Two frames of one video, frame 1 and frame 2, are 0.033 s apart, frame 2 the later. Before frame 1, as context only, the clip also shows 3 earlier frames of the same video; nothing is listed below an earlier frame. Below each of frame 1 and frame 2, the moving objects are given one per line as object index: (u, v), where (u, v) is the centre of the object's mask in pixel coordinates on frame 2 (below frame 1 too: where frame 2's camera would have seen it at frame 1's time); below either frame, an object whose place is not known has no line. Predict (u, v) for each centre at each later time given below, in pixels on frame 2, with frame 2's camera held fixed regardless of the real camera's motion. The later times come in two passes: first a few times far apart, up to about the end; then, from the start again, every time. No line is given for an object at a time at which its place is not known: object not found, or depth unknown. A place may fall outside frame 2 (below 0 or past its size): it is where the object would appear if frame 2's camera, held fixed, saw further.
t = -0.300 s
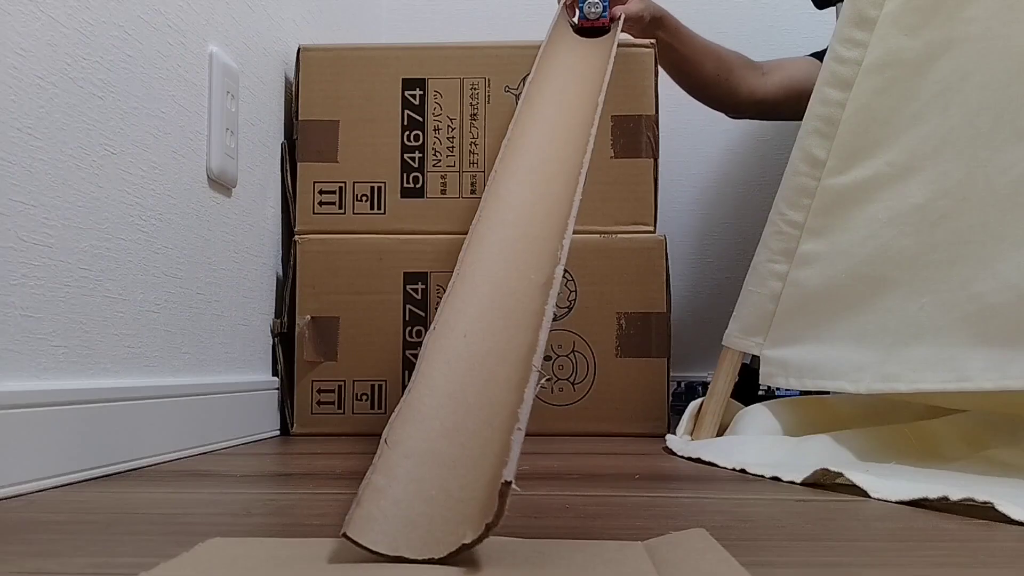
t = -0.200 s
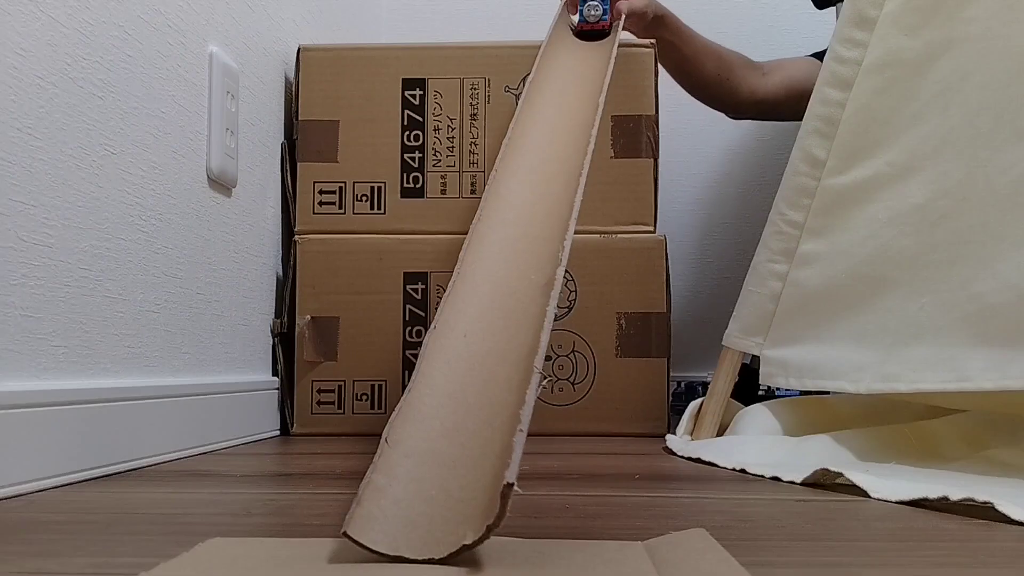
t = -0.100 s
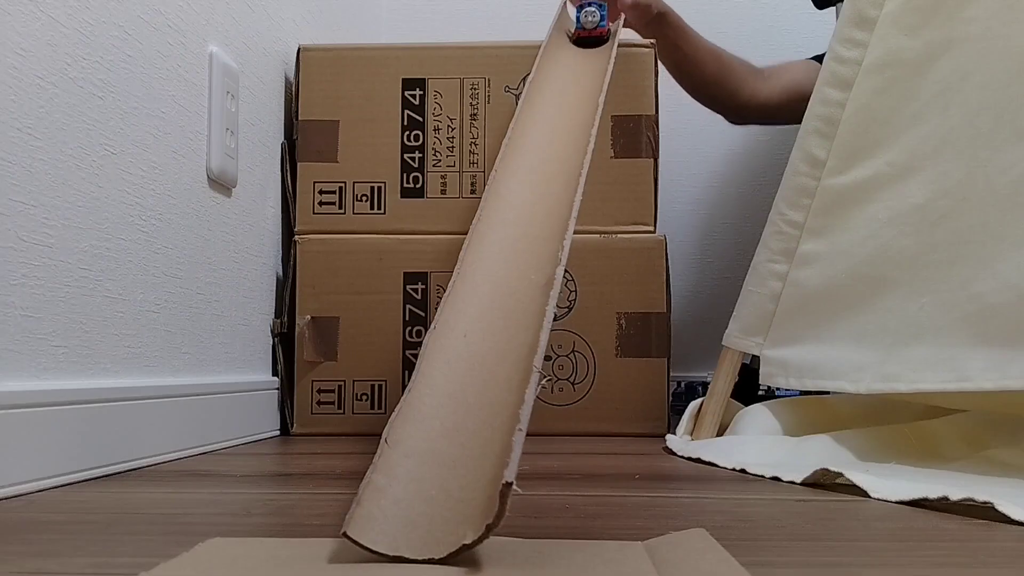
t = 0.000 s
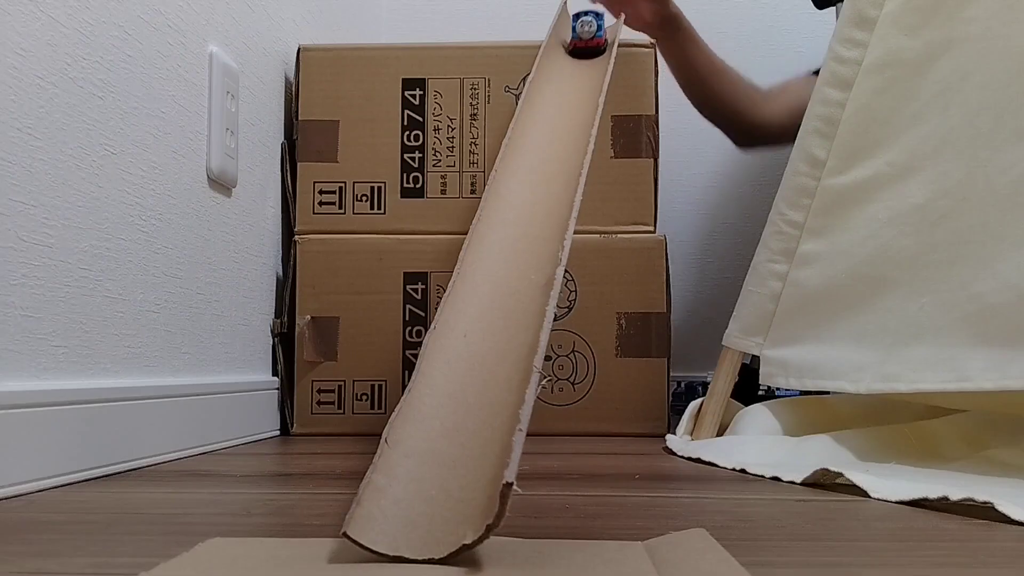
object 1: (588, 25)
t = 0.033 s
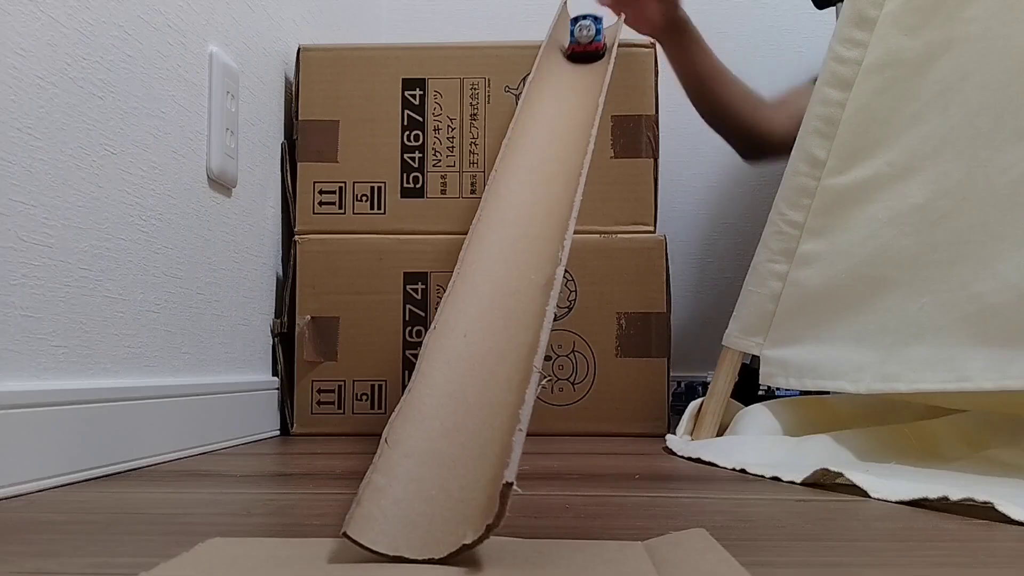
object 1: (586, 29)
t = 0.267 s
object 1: (569, 76)
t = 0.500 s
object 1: (525, 189)
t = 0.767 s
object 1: (324, 516)
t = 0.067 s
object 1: (585, 33)
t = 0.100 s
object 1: (583, 38)
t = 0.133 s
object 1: (580, 43)
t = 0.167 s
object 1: (578, 50)
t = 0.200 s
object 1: (575, 58)
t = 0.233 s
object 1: (572, 67)
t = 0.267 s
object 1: (569, 76)
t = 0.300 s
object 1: (565, 86)
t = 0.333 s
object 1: (560, 98)
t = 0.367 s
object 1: (555, 112)
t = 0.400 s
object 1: (549, 128)
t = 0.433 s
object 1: (543, 145)
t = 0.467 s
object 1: (535, 164)
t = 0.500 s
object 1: (525, 189)
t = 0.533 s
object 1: (515, 218)
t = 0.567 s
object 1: (500, 253)
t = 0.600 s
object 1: (485, 294)
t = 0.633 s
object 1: (466, 347)
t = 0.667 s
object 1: (440, 414)
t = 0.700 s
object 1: (410, 472)
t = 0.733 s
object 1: (385, 498)
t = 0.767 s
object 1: (324, 516)
